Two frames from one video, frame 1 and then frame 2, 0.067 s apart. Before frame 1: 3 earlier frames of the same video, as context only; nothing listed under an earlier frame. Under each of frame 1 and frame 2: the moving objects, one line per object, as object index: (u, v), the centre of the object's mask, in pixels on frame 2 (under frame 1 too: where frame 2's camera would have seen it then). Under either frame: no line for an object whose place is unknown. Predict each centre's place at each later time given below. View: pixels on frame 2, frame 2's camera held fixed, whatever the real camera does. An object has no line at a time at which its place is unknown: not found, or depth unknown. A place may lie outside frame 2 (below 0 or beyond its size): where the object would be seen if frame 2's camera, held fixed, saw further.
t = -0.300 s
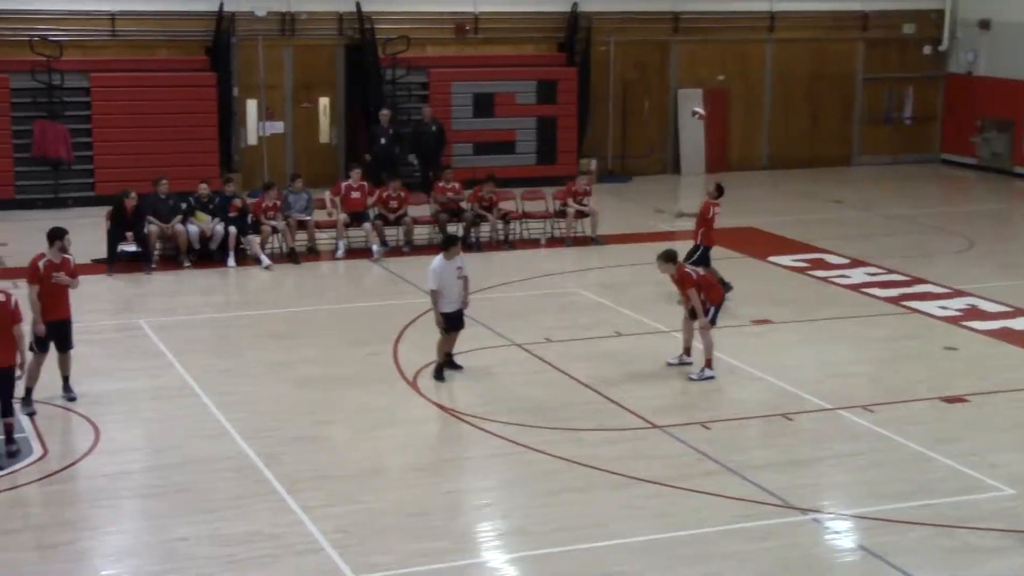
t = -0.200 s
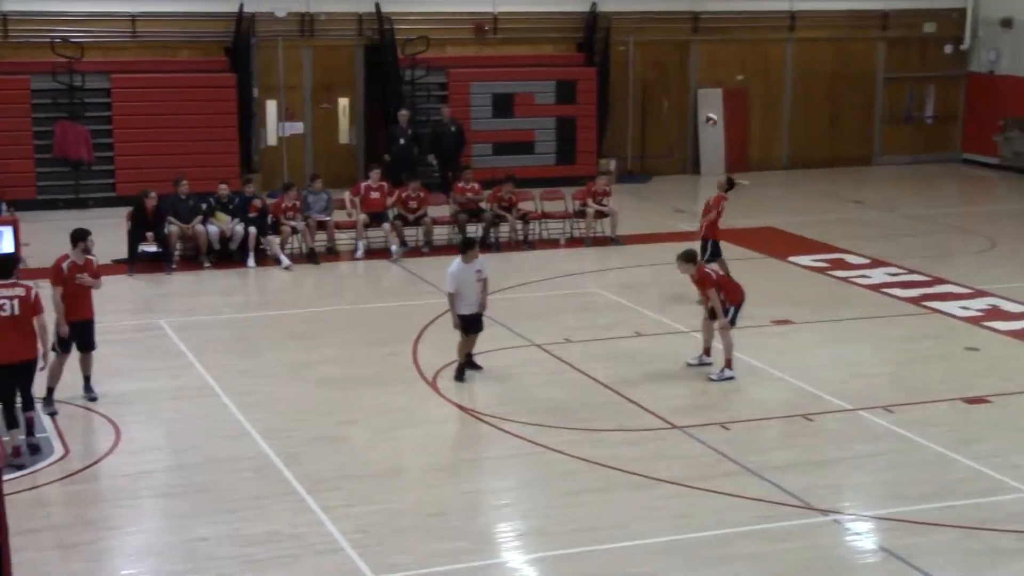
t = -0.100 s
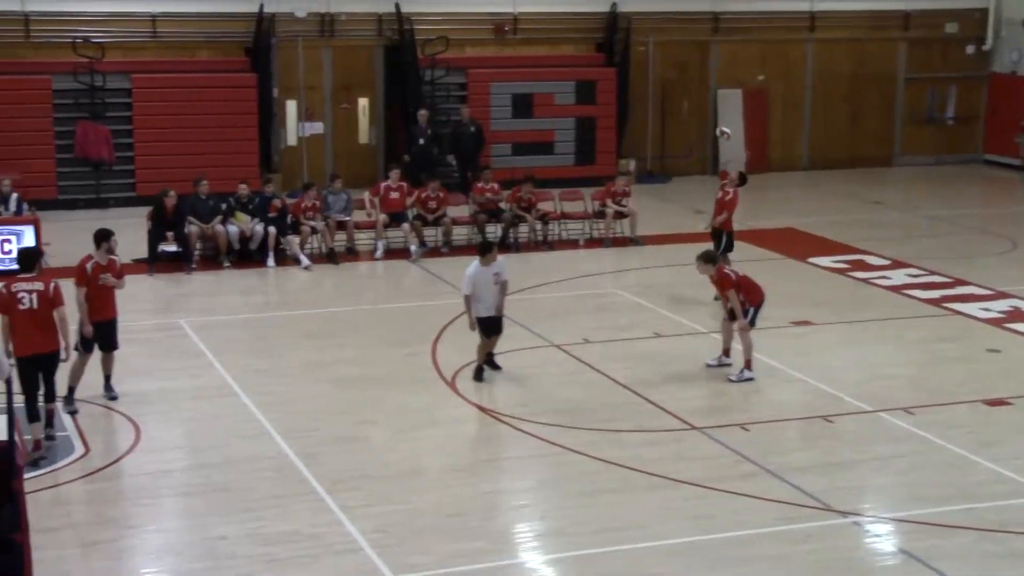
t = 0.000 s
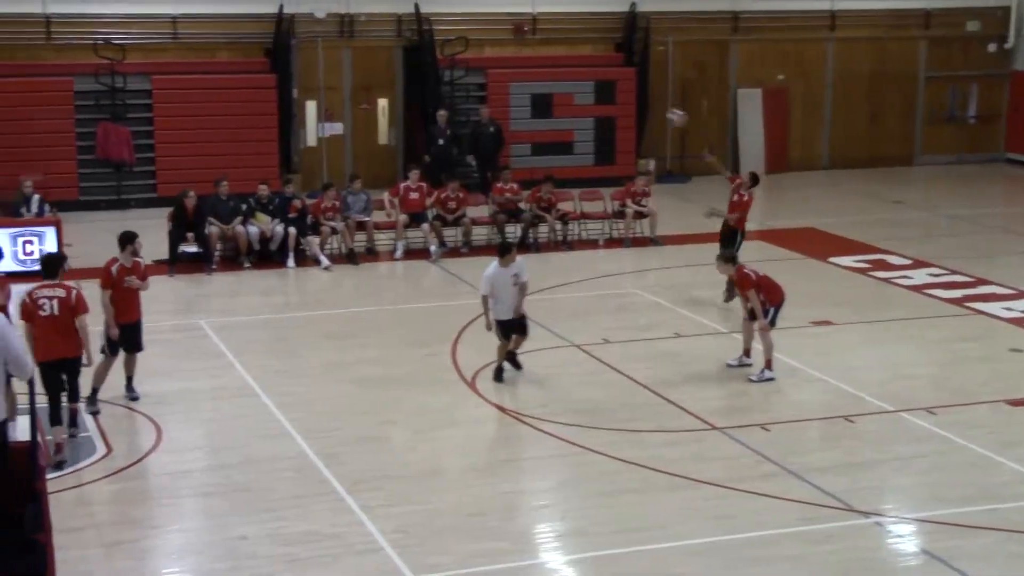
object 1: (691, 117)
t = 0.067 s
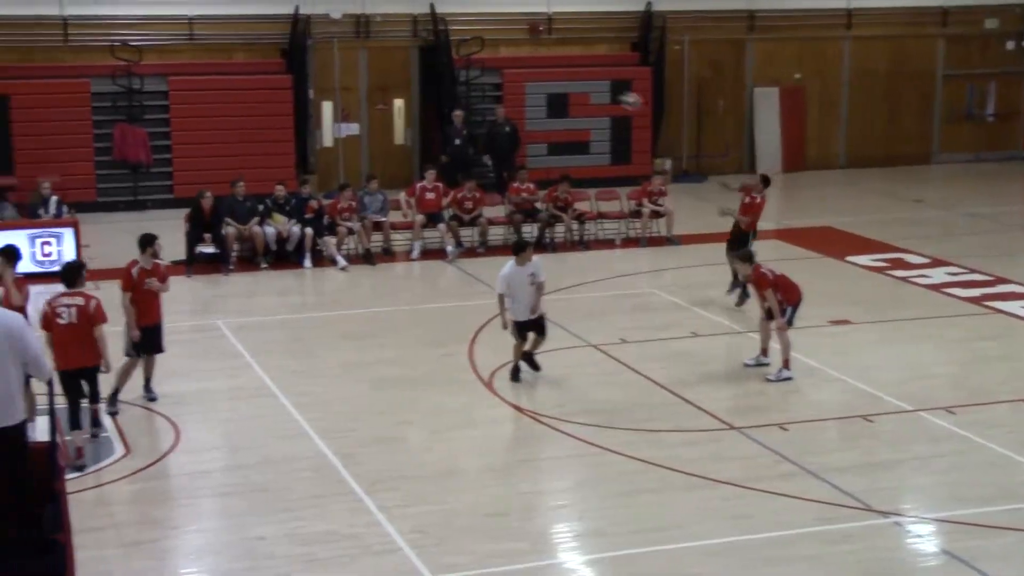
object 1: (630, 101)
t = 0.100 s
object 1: (600, 94)
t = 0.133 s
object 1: (568, 86)
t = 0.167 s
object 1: (537, 79)
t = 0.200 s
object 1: (504, 75)
